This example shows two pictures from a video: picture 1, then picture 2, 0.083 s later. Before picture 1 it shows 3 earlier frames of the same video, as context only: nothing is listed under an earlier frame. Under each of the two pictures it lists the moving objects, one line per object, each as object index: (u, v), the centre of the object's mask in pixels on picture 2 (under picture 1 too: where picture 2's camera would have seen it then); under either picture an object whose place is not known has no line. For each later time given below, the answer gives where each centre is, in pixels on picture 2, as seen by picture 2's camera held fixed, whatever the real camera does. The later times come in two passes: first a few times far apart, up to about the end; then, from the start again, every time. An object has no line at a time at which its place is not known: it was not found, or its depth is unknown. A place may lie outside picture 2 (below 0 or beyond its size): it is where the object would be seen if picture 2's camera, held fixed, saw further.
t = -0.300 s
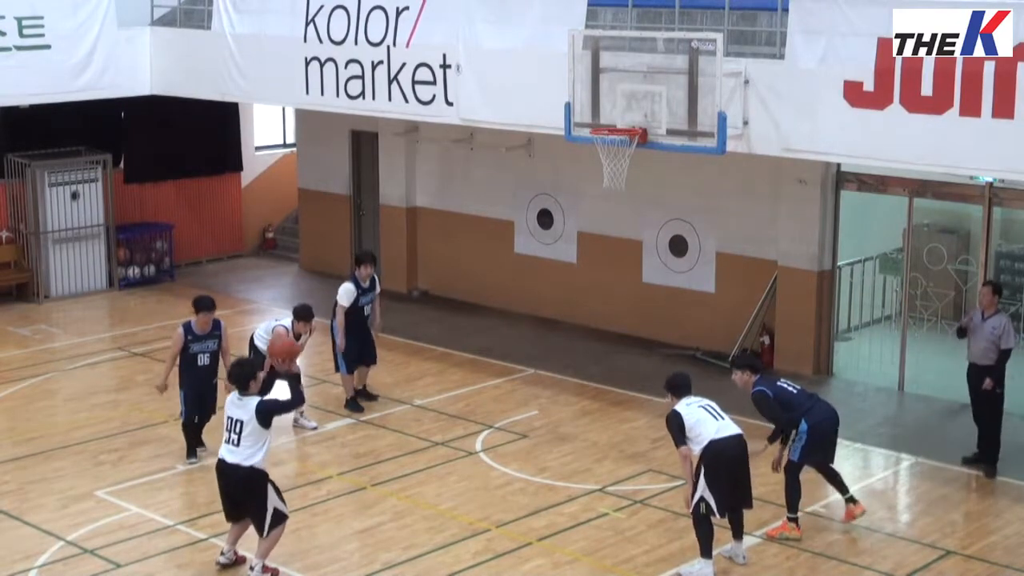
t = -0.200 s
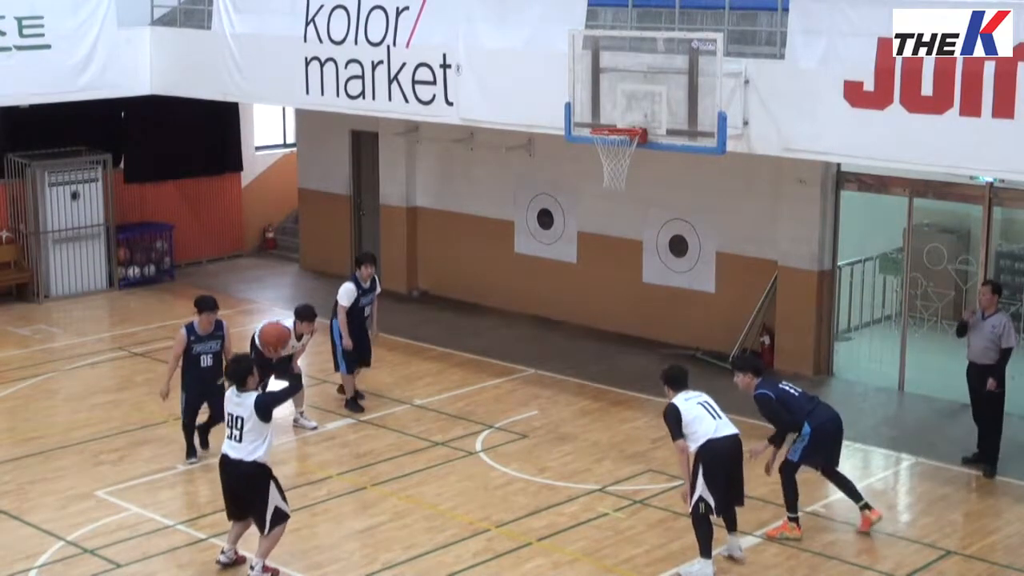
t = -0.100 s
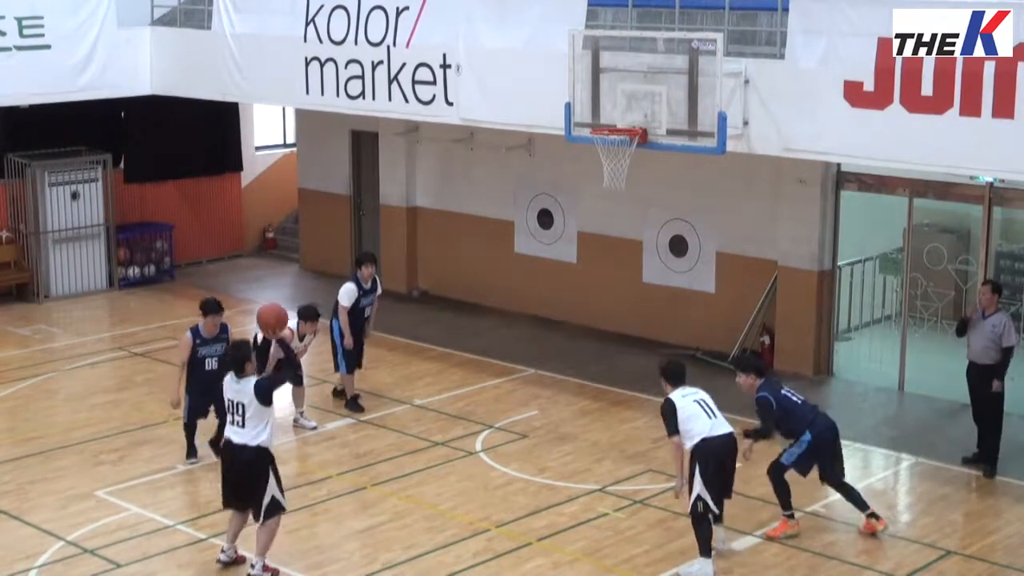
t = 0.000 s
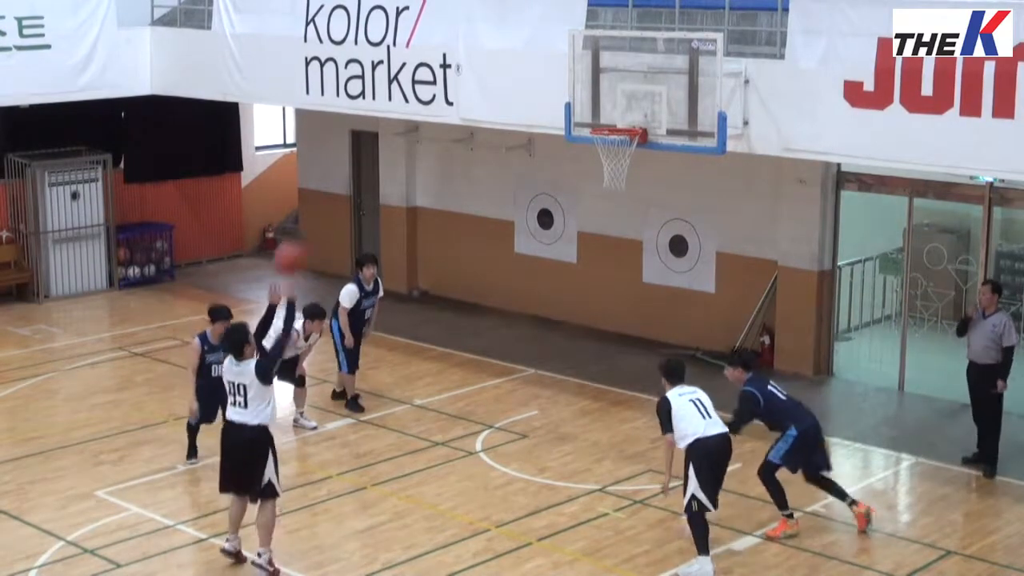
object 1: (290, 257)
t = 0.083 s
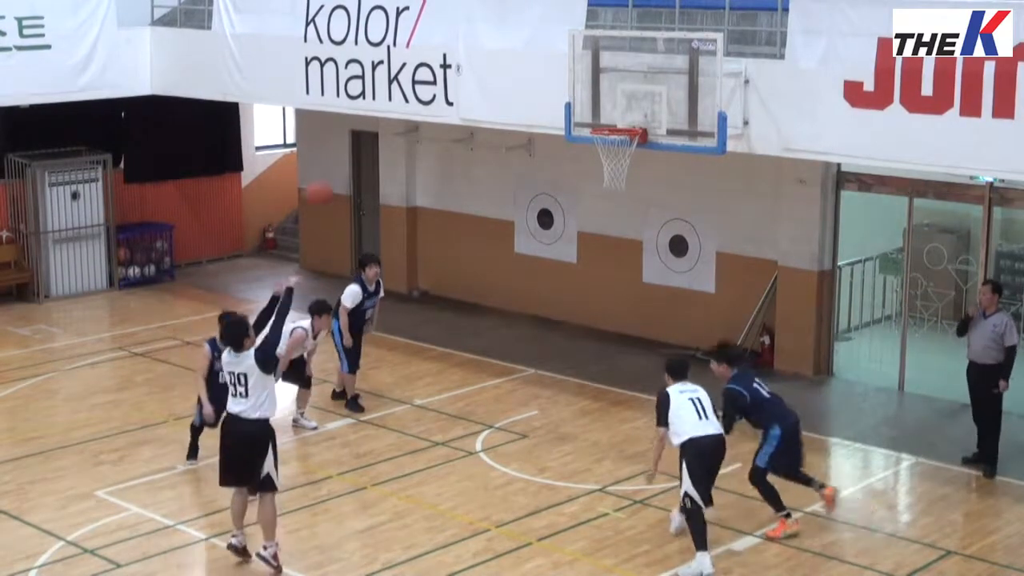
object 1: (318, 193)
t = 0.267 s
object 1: (375, 91)
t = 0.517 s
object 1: (450, 18)
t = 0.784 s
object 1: (523, 24)
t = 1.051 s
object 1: (588, 106)
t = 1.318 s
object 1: (558, 98)
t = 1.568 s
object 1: (511, 134)
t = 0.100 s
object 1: (322, 184)
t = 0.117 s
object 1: (328, 174)
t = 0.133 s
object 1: (334, 165)
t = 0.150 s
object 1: (339, 153)
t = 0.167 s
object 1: (344, 142)
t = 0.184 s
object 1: (350, 133)
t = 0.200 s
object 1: (356, 125)
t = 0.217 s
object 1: (360, 116)
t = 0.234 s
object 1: (366, 107)
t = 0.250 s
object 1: (371, 99)
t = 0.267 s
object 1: (375, 91)
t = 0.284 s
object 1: (381, 83)
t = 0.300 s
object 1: (385, 76)
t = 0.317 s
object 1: (391, 69)
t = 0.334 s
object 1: (396, 63)
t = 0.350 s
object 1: (401, 57)
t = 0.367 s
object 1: (406, 52)
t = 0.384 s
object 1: (411, 46)
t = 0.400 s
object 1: (416, 42)
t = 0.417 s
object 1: (421, 38)
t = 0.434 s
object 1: (426, 33)
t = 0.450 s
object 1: (431, 30)
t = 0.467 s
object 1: (436, 26)
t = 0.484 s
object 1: (441, 23)
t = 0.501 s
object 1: (445, 21)
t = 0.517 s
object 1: (450, 18)
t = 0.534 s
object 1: (455, 16)
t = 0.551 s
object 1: (460, 14)
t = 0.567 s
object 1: (465, 13)
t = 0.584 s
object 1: (469, 12)
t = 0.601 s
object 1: (474, 12)
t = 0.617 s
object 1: (478, 12)
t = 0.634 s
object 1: (483, 12)
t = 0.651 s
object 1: (488, 12)
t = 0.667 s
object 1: (492, 12)
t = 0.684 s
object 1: (497, 13)
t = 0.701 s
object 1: (501, 13)
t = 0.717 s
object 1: (505, 15)
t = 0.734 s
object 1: (510, 17)
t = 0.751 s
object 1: (514, 19)
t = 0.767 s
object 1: (518, 22)
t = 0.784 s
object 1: (523, 24)
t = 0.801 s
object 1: (527, 27)
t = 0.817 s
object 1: (532, 31)
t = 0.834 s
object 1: (536, 34)
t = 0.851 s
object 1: (540, 38)
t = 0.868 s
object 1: (544, 42)
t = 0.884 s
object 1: (549, 47)
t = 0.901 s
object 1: (552, 52)
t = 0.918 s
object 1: (557, 56)
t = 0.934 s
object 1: (561, 61)
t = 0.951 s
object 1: (565, 67)
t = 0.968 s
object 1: (569, 73)
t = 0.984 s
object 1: (573, 78)
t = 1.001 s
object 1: (577, 84)
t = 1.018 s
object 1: (580, 91)
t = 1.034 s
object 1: (582, 98)
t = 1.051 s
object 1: (588, 106)
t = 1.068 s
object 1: (592, 114)
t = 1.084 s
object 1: (596, 120)
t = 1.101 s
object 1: (597, 123)
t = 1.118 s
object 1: (594, 120)
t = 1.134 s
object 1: (591, 117)
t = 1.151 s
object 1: (589, 114)
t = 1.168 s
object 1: (586, 111)
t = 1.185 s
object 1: (583, 108)
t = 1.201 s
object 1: (581, 106)
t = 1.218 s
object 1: (576, 104)
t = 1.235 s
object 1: (573, 102)
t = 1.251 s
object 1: (571, 101)
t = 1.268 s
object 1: (568, 100)
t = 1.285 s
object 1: (564, 99)
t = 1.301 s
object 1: (562, 99)
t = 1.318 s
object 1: (558, 98)
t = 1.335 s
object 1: (555, 99)
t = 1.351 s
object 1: (552, 99)
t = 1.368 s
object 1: (549, 100)
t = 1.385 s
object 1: (546, 101)
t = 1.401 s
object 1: (543, 102)
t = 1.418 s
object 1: (540, 104)
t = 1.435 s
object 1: (537, 106)
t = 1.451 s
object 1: (534, 108)
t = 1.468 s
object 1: (530, 111)
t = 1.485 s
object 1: (527, 114)
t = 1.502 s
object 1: (524, 117)
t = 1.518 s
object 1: (521, 121)
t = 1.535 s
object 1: (518, 125)
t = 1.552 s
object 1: (514, 129)
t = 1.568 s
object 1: (511, 134)
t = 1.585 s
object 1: (508, 139)
